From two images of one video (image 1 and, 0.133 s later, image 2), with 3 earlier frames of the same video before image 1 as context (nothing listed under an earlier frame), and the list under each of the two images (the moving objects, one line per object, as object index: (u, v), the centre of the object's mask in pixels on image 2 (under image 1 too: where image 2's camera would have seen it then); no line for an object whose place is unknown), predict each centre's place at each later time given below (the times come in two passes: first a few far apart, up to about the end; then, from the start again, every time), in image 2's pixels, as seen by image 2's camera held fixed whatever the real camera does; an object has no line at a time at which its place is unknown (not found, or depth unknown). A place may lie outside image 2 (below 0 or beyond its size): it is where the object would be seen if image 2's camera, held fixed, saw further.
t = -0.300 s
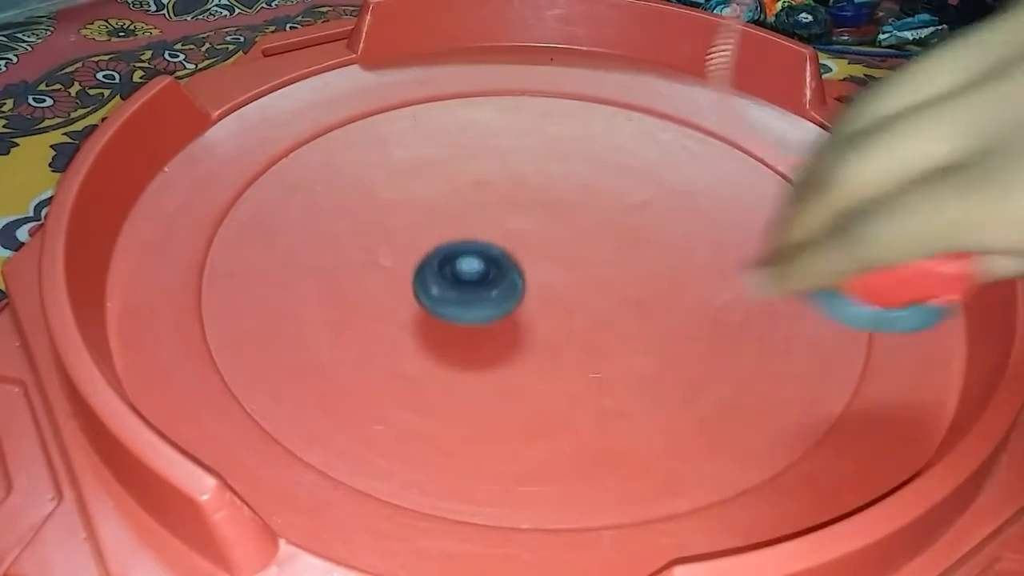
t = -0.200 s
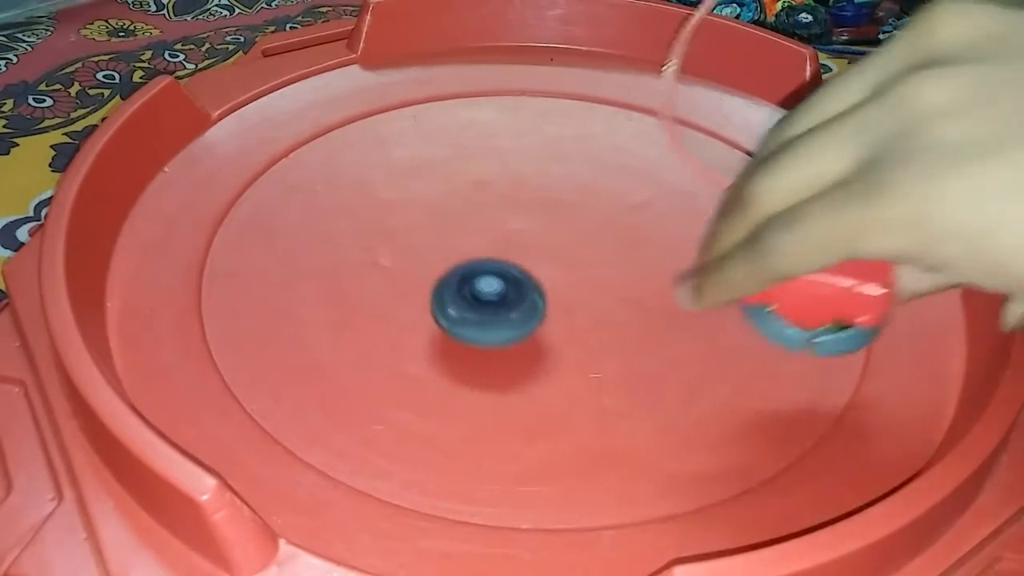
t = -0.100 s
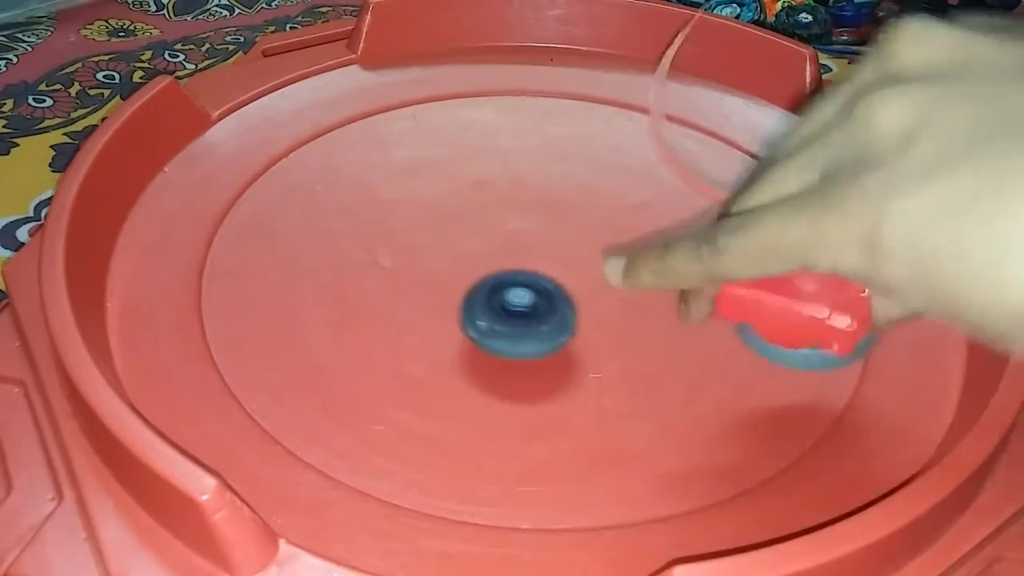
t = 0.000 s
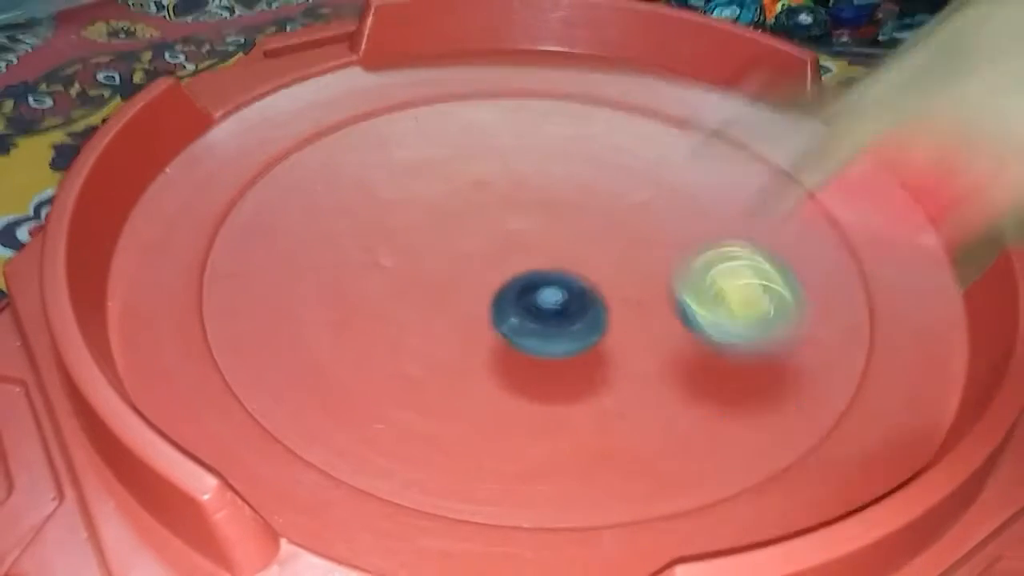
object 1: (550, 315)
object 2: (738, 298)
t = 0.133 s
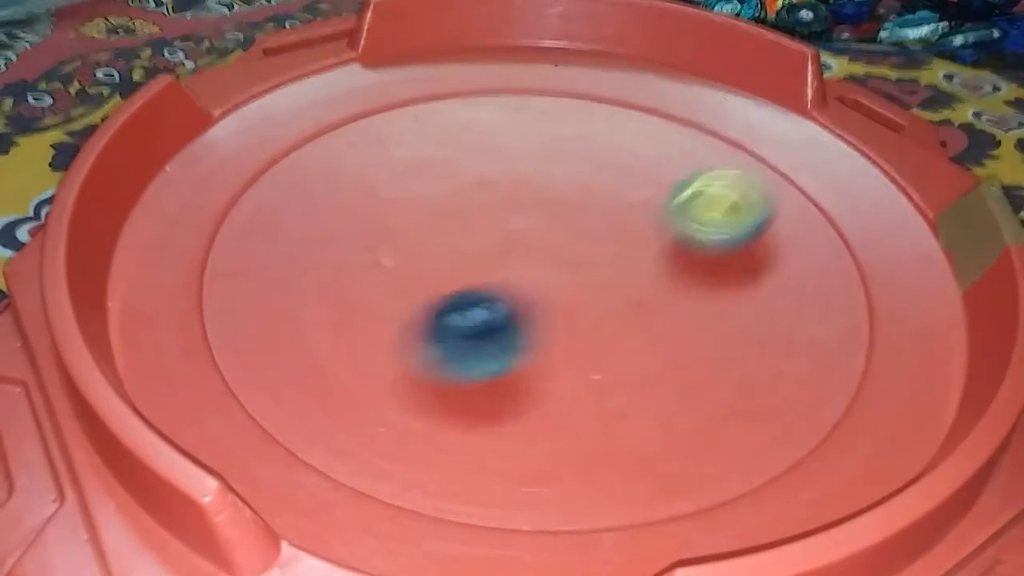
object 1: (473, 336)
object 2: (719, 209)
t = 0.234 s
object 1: (382, 366)
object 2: (761, 132)
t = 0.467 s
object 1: (451, 451)
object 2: (611, 135)
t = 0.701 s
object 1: (575, 432)
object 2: (553, 262)
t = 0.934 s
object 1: (623, 492)
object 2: (626, 240)
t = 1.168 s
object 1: (678, 394)
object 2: (604, 274)
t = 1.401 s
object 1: (659, 382)
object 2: (543, 244)
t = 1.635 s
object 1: (643, 328)
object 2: (393, 320)
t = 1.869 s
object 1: (621, 272)
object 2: (270, 390)
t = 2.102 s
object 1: (502, 234)
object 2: (443, 470)
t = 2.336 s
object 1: (402, 245)
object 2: (598, 409)
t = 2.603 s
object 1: (366, 294)
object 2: (526, 286)
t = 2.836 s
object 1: (407, 332)
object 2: (379, 239)
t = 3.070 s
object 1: (475, 338)
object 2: (278, 304)
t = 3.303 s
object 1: (532, 313)
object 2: (444, 371)
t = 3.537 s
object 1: (633, 175)
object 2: (465, 416)
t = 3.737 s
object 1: (583, 125)
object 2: (570, 349)
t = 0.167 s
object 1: (428, 346)
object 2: (743, 178)
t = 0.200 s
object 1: (397, 355)
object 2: (758, 151)
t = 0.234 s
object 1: (382, 366)
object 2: (761, 132)
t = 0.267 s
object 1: (378, 379)
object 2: (751, 119)
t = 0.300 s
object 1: (383, 394)
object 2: (730, 114)
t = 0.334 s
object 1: (392, 408)
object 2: (702, 113)
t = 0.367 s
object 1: (403, 420)
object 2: (676, 115)
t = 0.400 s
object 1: (417, 432)
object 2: (652, 120)
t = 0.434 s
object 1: (433, 442)
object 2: (630, 126)
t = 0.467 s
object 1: (451, 451)
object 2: (611, 135)
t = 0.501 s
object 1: (472, 456)
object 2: (595, 147)
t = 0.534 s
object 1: (491, 458)
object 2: (581, 162)
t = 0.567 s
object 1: (510, 456)
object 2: (568, 179)
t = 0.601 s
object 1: (528, 453)
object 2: (559, 199)
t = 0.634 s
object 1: (545, 448)
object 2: (554, 220)
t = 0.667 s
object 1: (561, 441)
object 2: (551, 240)
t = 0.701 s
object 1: (575, 432)
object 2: (553, 262)
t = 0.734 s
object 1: (586, 422)
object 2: (558, 283)
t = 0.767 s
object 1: (594, 410)
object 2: (569, 303)
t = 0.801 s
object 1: (599, 418)
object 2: (585, 314)
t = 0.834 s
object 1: (603, 456)
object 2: (599, 290)
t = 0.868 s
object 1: (608, 483)
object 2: (611, 270)
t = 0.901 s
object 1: (614, 491)
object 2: (620, 252)
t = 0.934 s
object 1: (623, 492)
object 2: (626, 240)
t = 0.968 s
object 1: (638, 484)
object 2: (629, 233)
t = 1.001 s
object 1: (655, 471)
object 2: (628, 231)
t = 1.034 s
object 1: (667, 457)
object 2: (623, 233)
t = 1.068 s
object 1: (677, 442)
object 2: (615, 241)
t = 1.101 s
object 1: (680, 427)
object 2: (609, 251)
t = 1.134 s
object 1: (681, 411)
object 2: (605, 262)
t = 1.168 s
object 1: (678, 394)
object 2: (604, 274)
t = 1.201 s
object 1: (669, 378)
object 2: (607, 286)
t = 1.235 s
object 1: (666, 376)
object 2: (607, 290)
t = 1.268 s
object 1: (675, 394)
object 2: (597, 272)
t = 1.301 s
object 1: (675, 402)
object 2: (585, 258)
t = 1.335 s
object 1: (671, 400)
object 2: (574, 249)
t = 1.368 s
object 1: (666, 391)
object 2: (560, 243)
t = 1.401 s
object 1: (659, 382)
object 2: (543, 244)
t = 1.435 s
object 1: (652, 373)
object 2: (524, 249)
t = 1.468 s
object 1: (643, 363)
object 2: (508, 258)
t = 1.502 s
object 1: (632, 353)
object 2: (494, 271)
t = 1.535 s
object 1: (618, 343)
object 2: (483, 287)
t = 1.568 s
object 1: (603, 335)
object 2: (476, 304)
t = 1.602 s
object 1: (609, 330)
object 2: (451, 316)
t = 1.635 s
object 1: (643, 328)
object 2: (393, 320)
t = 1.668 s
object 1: (664, 325)
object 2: (345, 323)
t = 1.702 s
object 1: (670, 318)
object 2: (305, 327)
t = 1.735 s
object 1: (664, 308)
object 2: (275, 334)
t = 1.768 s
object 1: (655, 299)
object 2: (256, 344)
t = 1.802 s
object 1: (645, 290)
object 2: (246, 358)
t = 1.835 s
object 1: (634, 281)
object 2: (249, 373)
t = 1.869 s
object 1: (621, 272)
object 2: (270, 390)
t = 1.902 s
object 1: (608, 264)
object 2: (290, 407)
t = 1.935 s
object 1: (594, 257)
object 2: (314, 421)
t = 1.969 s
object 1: (577, 251)
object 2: (339, 435)
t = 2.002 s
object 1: (559, 245)
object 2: (365, 447)
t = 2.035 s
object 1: (541, 240)
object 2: (391, 456)
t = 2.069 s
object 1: (521, 236)
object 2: (416, 465)
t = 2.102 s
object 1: (502, 234)
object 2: (443, 470)
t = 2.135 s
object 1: (486, 232)
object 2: (471, 471)
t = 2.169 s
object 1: (470, 233)
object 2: (499, 468)
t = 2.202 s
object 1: (455, 233)
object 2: (526, 461)
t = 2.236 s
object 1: (440, 235)
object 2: (550, 452)
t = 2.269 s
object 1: (425, 238)
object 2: (571, 440)
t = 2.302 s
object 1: (413, 242)
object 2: (588, 425)
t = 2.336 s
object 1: (402, 245)
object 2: (598, 409)
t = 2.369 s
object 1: (394, 248)
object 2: (602, 392)
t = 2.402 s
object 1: (385, 253)
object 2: (601, 376)
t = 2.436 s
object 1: (378, 258)
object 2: (597, 359)
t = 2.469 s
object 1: (372, 265)
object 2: (588, 345)
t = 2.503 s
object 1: (368, 271)
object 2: (575, 330)
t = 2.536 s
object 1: (366, 278)
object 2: (560, 315)
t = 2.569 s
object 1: (365, 286)
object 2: (544, 299)
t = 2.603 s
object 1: (366, 294)
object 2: (526, 286)
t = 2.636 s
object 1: (369, 300)
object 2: (507, 274)
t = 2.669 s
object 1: (372, 307)
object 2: (487, 265)
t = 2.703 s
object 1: (377, 312)
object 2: (466, 257)
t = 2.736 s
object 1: (384, 318)
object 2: (445, 250)
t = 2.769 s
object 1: (391, 323)
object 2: (423, 245)
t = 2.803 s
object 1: (398, 327)
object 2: (400, 241)
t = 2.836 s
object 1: (407, 332)
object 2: (379, 239)
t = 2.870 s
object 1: (414, 338)
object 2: (356, 240)
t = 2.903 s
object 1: (423, 340)
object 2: (336, 244)
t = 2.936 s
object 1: (431, 339)
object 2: (317, 251)
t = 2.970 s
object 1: (442, 340)
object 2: (300, 260)
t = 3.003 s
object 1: (453, 340)
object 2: (287, 272)
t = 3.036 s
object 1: (465, 339)
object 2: (279, 287)
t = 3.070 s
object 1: (475, 338)
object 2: (278, 304)
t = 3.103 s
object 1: (484, 336)
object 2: (286, 322)
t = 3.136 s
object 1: (494, 334)
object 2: (302, 339)
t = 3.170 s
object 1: (502, 331)
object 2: (325, 353)
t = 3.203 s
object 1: (510, 328)
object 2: (354, 364)
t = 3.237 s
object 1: (517, 323)
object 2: (386, 371)
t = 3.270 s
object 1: (524, 319)
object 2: (419, 372)
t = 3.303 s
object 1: (532, 313)
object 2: (444, 371)
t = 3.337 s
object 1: (574, 285)
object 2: (425, 389)
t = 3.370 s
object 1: (608, 258)
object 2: (408, 404)
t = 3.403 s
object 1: (628, 234)
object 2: (400, 415)
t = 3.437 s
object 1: (638, 214)
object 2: (403, 421)
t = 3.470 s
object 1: (640, 200)
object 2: (416, 422)
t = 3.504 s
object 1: (637, 187)
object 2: (437, 421)
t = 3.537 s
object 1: (633, 175)
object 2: (465, 416)
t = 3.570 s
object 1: (626, 164)
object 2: (493, 410)
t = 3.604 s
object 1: (619, 154)
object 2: (516, 401)
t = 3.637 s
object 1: (610, 144)
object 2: (536, 390)
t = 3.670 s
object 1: (602, 137)
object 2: (551, 377)
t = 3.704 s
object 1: (592, 130)
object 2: (563, 363)
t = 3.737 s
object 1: (583, 125)
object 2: (570, 349)
